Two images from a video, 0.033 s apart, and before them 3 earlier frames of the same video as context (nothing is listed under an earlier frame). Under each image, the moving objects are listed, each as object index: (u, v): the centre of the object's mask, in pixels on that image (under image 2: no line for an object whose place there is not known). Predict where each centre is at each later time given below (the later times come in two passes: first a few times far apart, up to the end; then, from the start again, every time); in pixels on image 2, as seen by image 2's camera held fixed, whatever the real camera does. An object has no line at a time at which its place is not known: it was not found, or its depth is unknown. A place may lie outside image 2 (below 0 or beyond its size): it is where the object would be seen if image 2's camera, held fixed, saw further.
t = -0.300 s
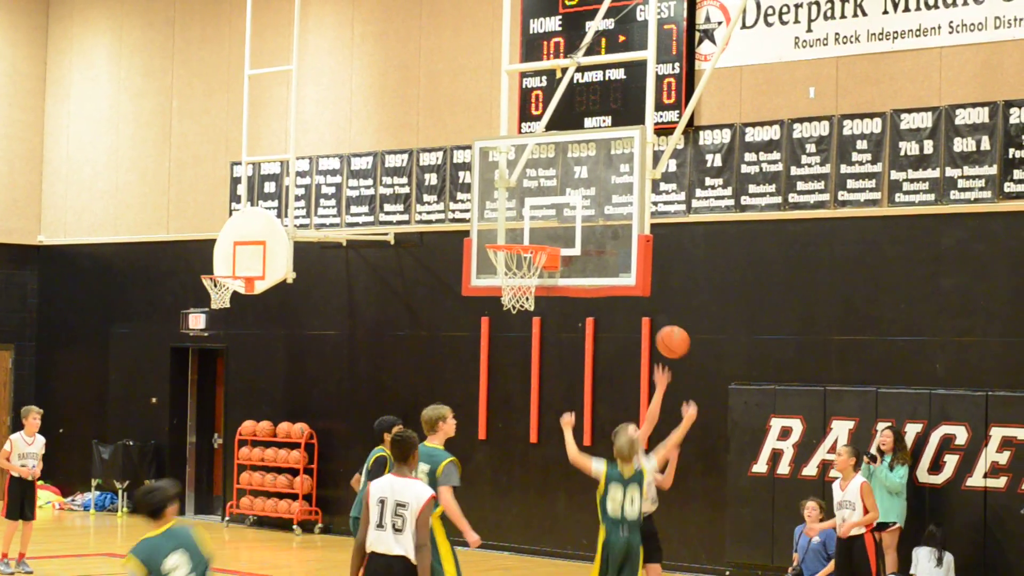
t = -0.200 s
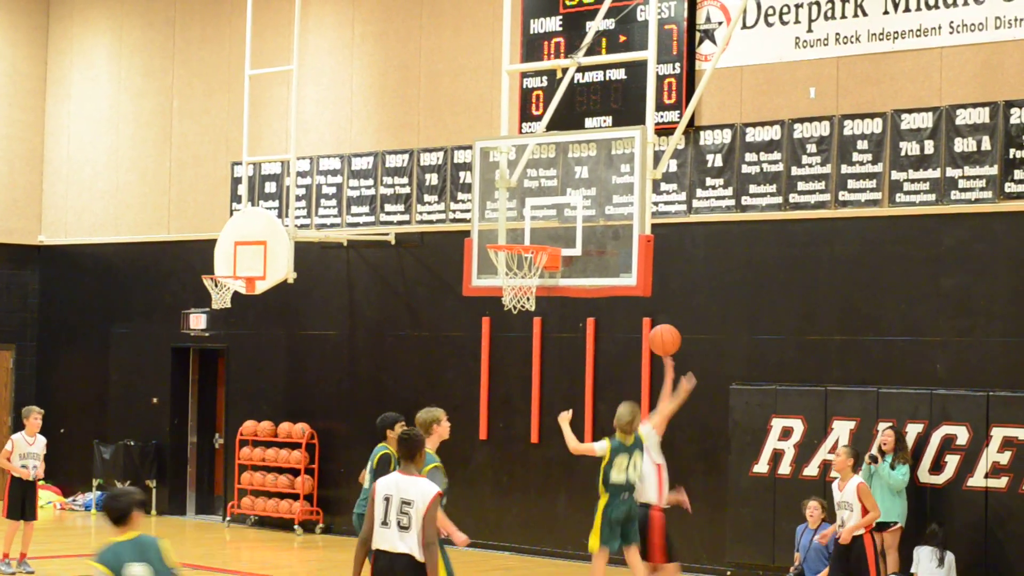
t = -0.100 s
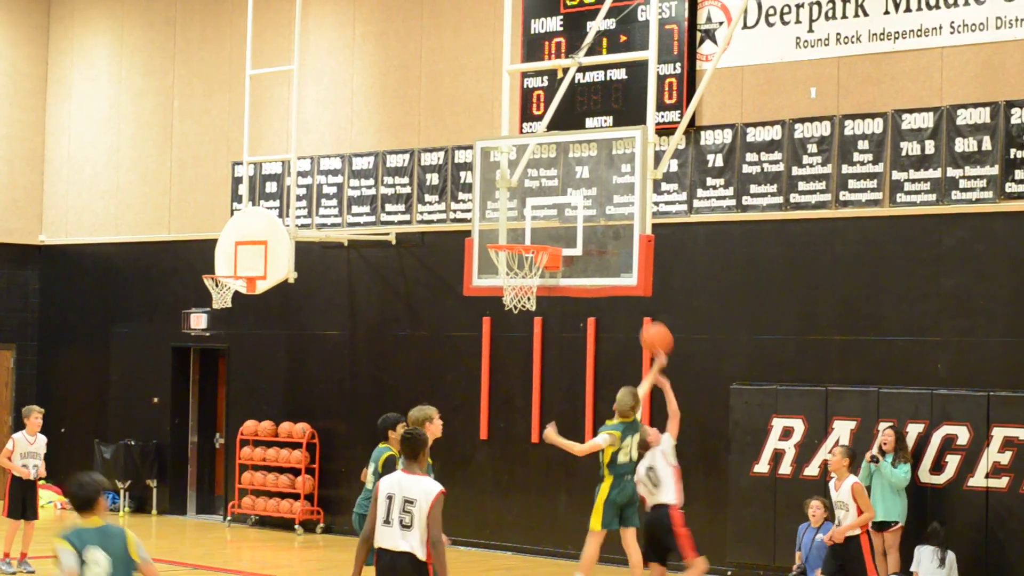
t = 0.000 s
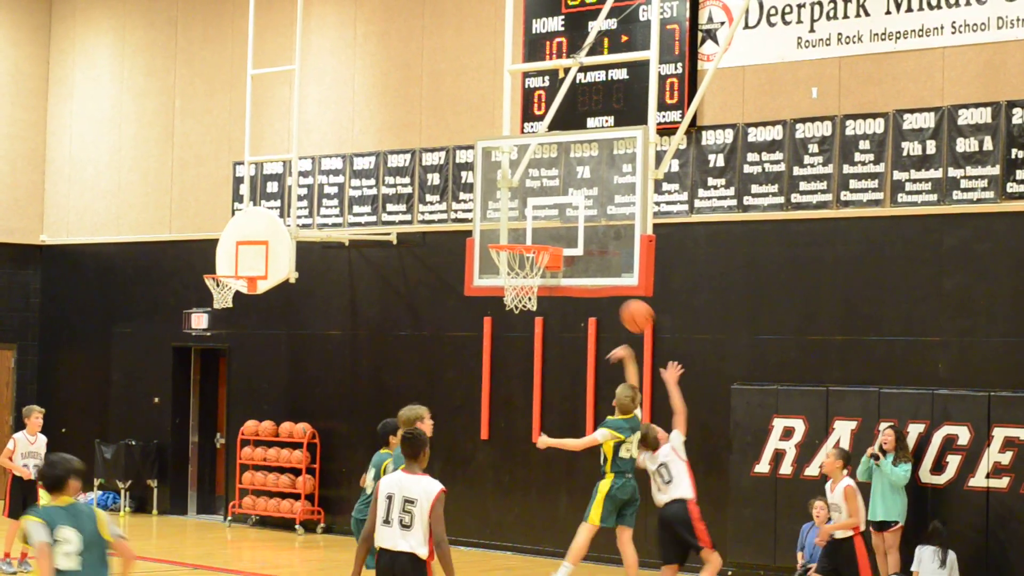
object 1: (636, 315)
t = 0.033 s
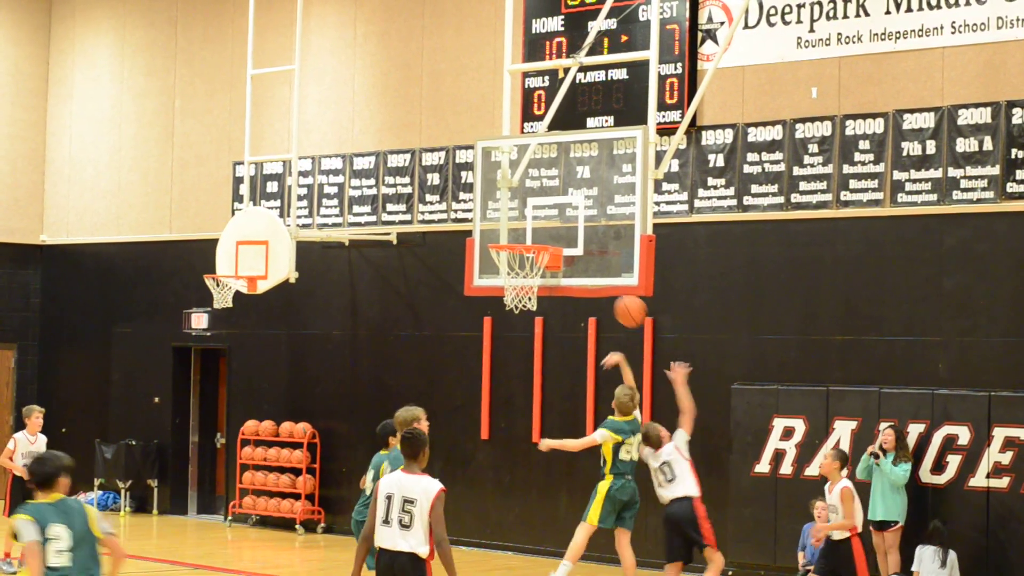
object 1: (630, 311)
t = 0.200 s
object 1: (596, 307)
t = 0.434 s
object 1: (552, 352)
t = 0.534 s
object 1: (533, 391)
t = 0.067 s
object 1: (623, 308)
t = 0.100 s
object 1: (617, 307)
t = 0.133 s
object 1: (610, 306)
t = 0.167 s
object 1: (603, 307)
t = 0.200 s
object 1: (596, 307)
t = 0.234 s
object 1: (589, 309)
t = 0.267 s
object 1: (583, 312)
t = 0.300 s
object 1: (576, 317)
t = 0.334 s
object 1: (570, 325)
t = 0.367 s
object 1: (564, 333)
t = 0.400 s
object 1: (558, 342)
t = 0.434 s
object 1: (552, 352)
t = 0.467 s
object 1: (546, 363)
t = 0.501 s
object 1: (539, 376)
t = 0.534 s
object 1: (533, 391)
